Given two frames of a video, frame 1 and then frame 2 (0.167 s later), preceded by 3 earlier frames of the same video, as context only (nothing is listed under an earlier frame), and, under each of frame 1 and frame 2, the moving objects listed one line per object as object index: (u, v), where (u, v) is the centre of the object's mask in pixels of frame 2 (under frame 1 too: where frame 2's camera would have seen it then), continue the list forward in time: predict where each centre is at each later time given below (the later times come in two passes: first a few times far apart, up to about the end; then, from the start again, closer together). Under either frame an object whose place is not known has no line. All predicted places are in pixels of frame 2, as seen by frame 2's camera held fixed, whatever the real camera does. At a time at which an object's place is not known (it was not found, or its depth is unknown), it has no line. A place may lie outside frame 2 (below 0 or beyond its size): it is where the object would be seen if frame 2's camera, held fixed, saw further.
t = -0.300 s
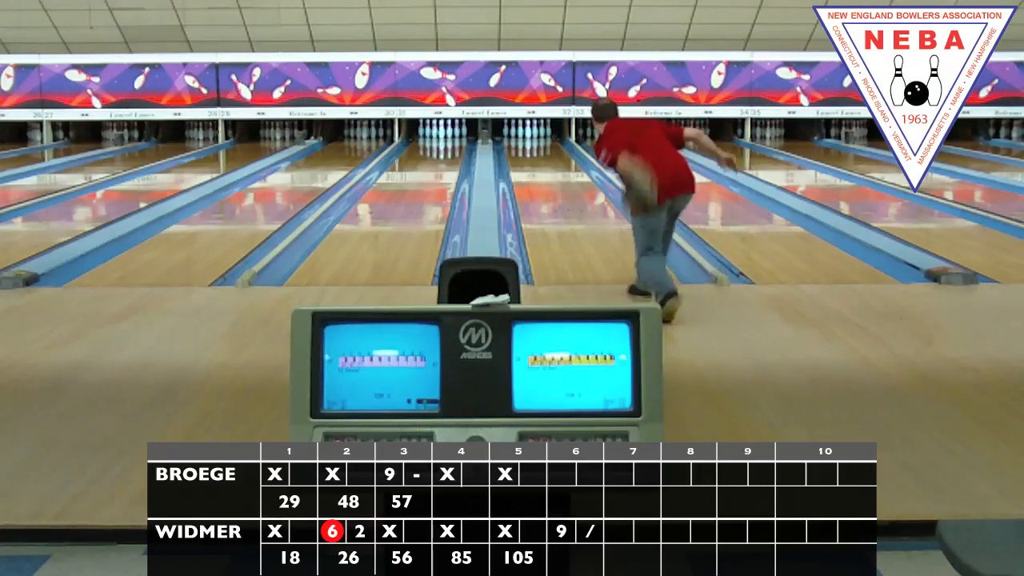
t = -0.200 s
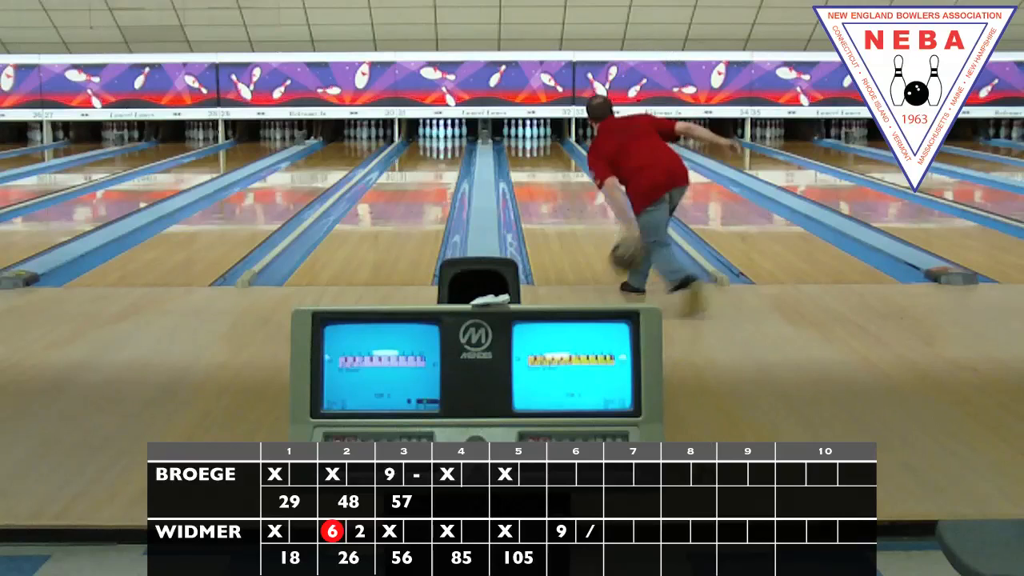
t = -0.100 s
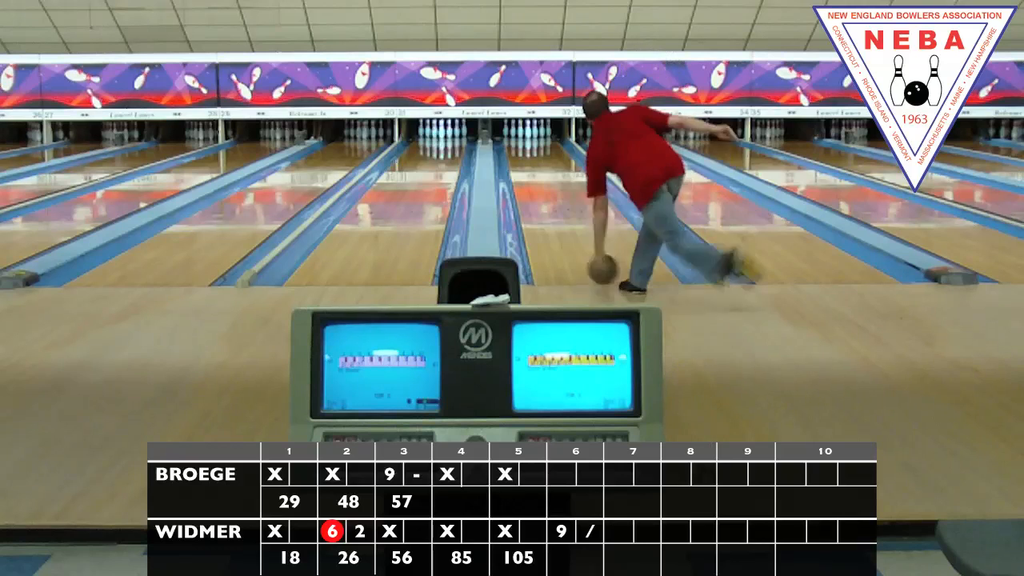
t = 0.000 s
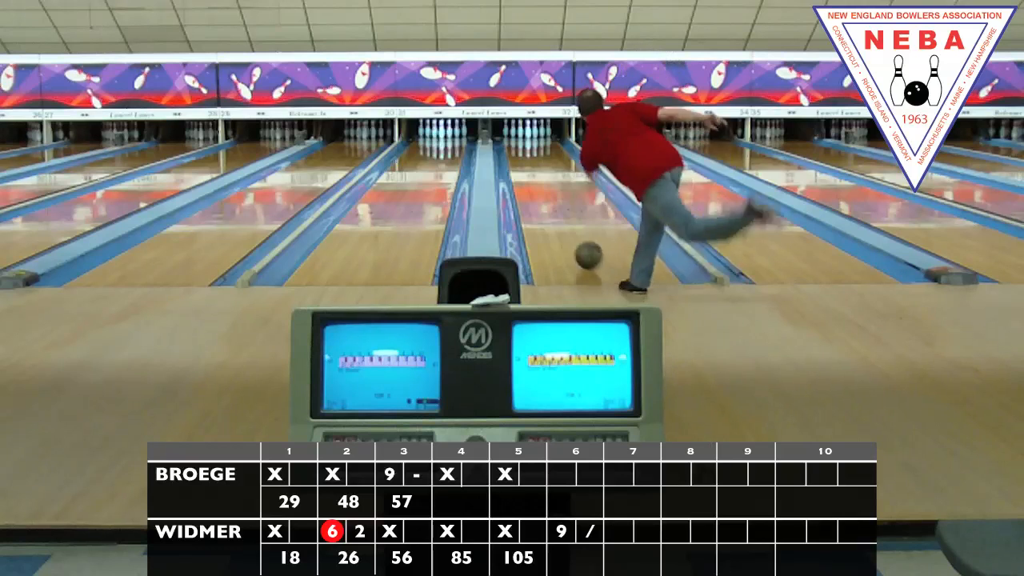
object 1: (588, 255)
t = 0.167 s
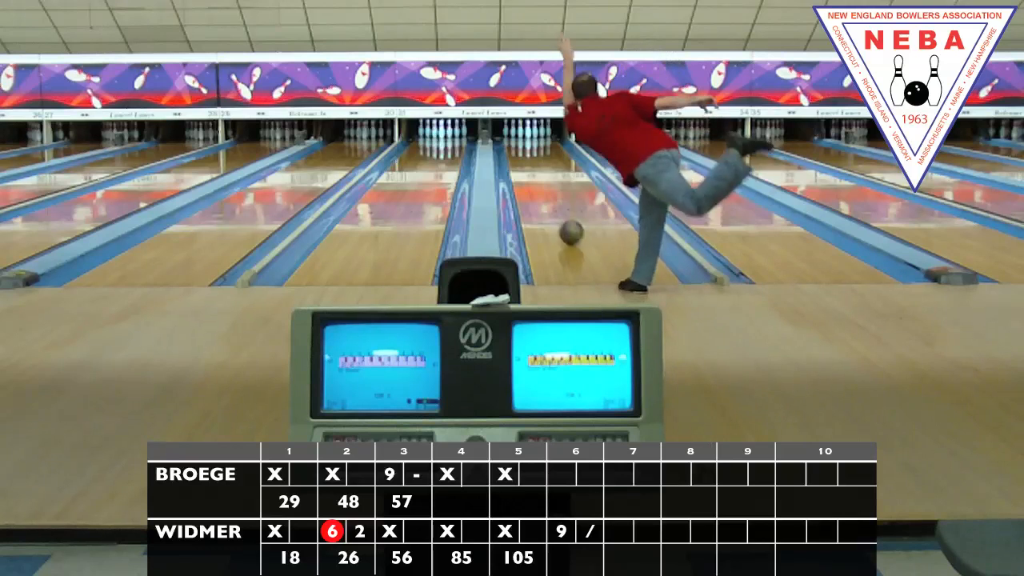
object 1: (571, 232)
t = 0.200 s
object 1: (568, 228)
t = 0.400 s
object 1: (554, 207)
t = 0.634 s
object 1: (541, 190)
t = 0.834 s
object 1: (532, 177)
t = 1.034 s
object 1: (526, 168)
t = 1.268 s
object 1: (521, 160)
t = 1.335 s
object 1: (520, 154)
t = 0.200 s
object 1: (568, 228)
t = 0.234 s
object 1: (565, 224)
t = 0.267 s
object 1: (563, 220)
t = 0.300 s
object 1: (560, 217)
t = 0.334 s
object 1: (558, 214)
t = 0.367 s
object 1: (556, 211)
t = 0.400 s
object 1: (554, 207)
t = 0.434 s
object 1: (551, 204)
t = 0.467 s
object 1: (549, 202)
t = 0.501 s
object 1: (548, 200)
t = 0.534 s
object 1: (546, 197)
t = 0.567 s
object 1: (544, 193)
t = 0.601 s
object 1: (542, 192)
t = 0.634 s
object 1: (541, 190)
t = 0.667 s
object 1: (539, 188)
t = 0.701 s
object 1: (538, 185)
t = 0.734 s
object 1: (536, 184)
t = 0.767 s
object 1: (535, 181)
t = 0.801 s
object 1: (534, 180)
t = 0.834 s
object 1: (532, 177)
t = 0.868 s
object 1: (531, 176)
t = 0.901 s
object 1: (530, 175)
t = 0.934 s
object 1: (529, 173)
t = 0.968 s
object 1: (528, 172)
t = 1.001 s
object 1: (527, 170)
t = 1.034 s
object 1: (526, 168)
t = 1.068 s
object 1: (525, 167)
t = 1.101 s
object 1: (525, 166)
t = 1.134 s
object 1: (523, 165)
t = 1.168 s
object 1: (523, 163)
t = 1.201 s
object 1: (521, 159)
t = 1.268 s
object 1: (521, 160)
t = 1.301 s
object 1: (520, 157)
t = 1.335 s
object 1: (520, 154)
